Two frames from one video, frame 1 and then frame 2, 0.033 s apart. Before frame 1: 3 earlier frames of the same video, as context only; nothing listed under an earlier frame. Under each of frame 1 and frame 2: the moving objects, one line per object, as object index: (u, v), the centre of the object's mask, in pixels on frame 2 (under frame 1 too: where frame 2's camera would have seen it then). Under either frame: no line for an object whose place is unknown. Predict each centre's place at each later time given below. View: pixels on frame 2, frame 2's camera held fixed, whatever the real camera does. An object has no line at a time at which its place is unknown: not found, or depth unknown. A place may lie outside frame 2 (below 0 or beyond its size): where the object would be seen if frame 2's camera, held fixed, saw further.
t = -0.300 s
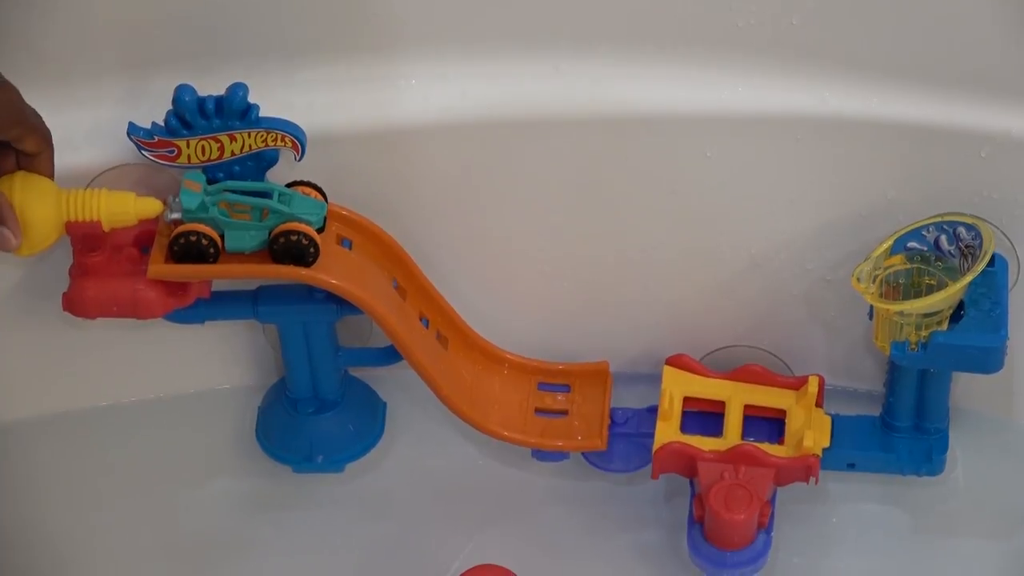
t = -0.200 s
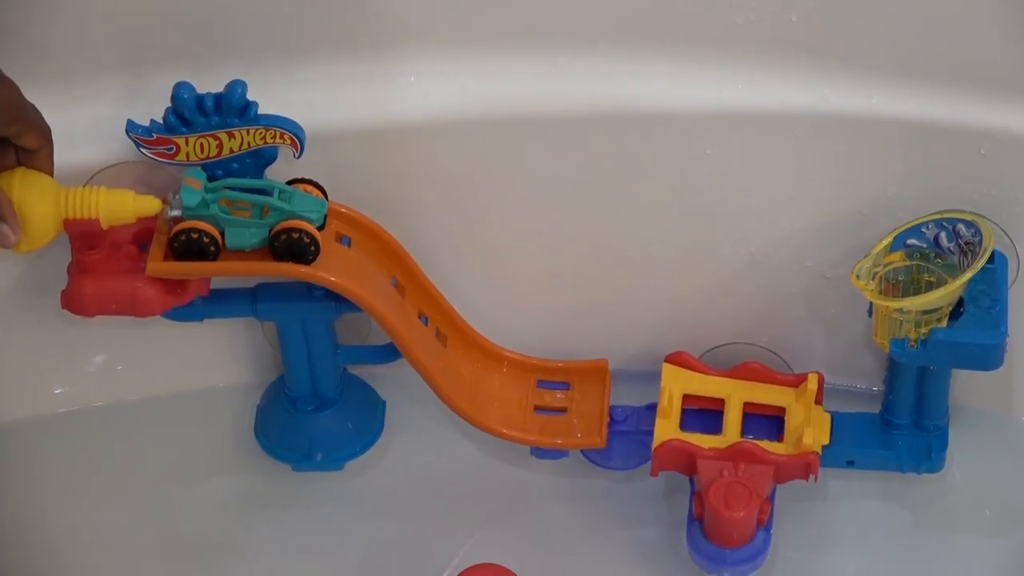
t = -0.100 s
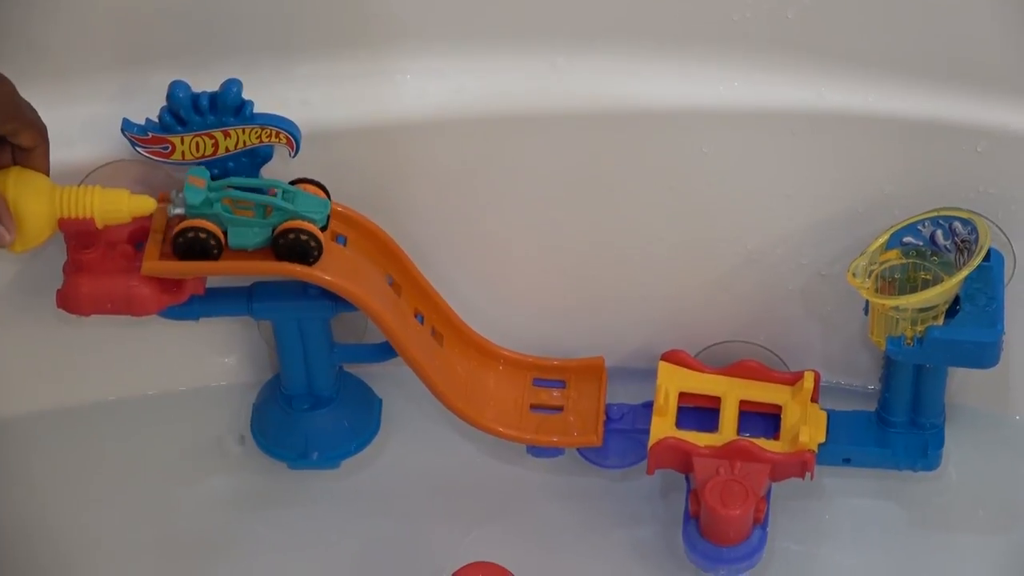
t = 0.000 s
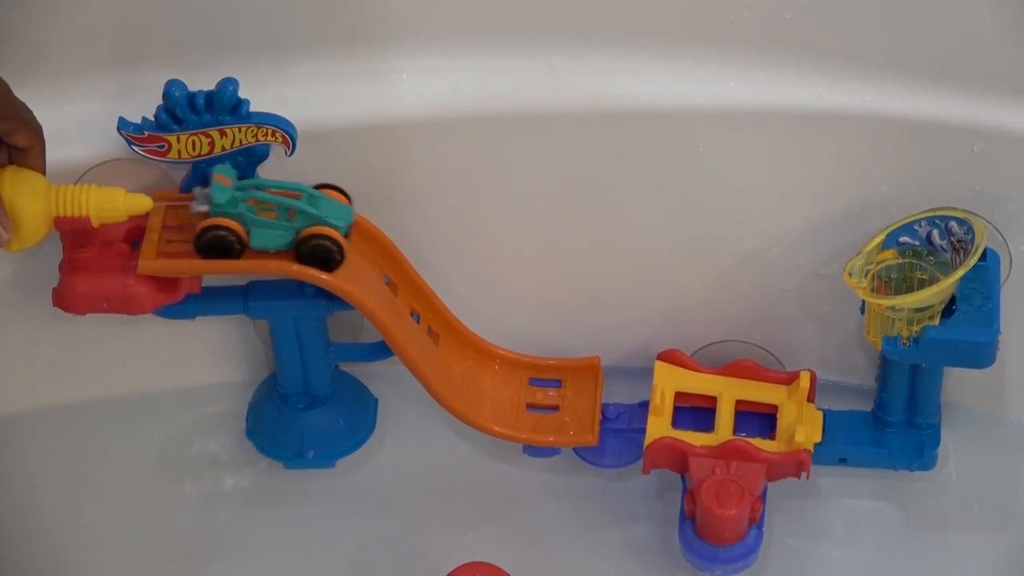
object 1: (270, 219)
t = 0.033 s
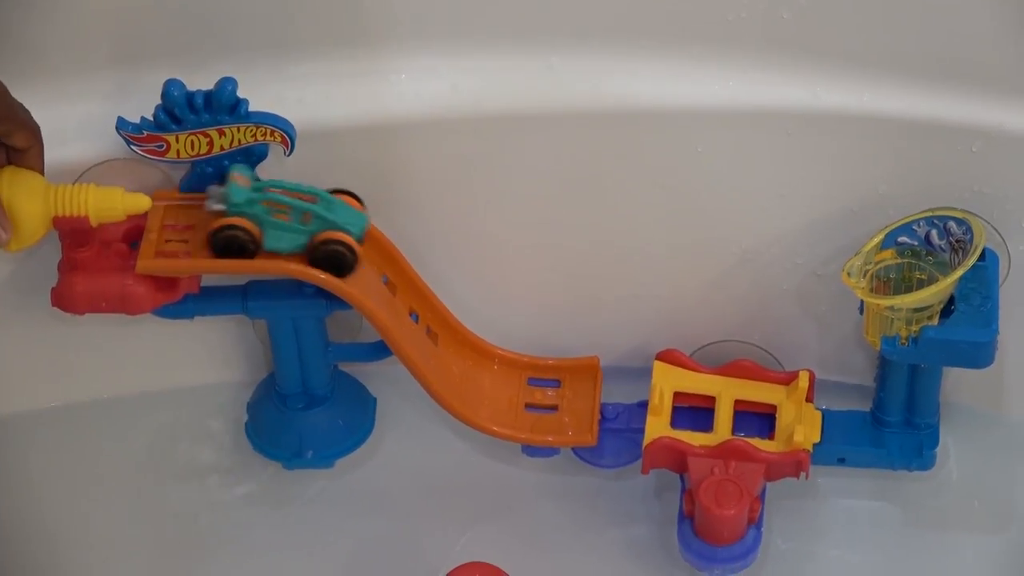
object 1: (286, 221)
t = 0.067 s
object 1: (306, 226)
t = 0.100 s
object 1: (330, 233)
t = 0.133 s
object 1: (357, 246)
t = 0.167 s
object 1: (387, 267)
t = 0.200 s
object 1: (424, 301)
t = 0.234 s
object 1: (470, 342)
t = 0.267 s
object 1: (523, 374)
